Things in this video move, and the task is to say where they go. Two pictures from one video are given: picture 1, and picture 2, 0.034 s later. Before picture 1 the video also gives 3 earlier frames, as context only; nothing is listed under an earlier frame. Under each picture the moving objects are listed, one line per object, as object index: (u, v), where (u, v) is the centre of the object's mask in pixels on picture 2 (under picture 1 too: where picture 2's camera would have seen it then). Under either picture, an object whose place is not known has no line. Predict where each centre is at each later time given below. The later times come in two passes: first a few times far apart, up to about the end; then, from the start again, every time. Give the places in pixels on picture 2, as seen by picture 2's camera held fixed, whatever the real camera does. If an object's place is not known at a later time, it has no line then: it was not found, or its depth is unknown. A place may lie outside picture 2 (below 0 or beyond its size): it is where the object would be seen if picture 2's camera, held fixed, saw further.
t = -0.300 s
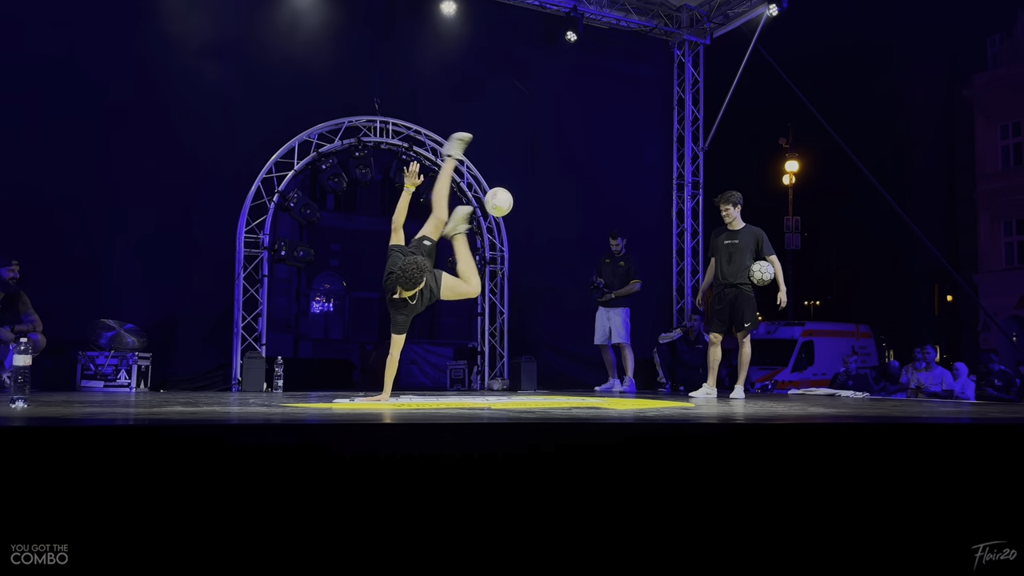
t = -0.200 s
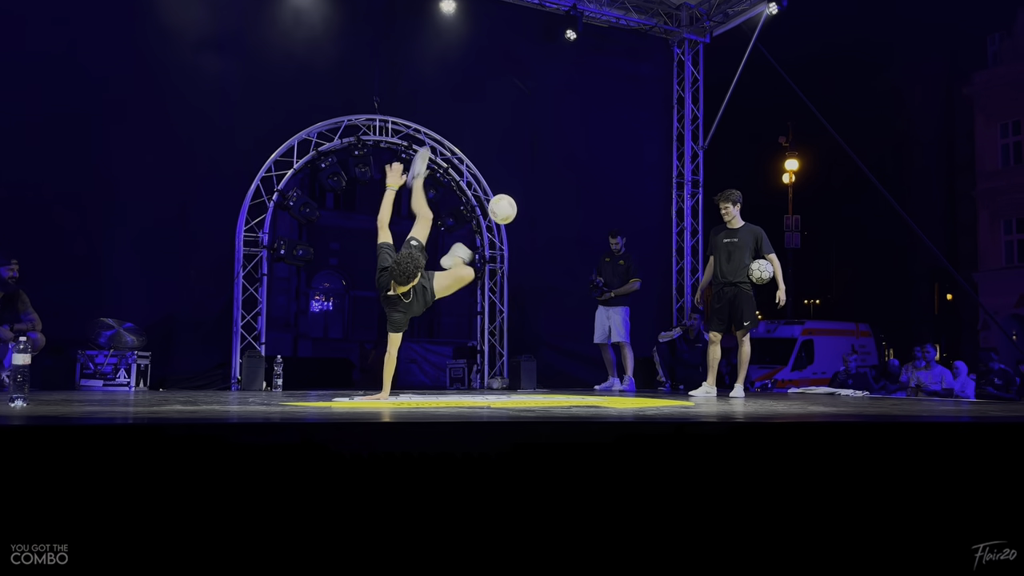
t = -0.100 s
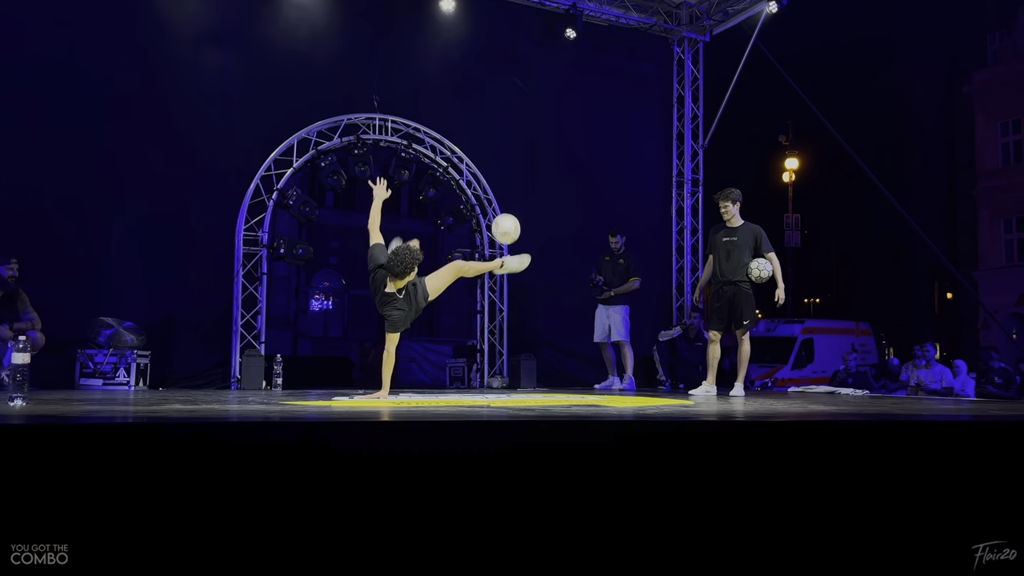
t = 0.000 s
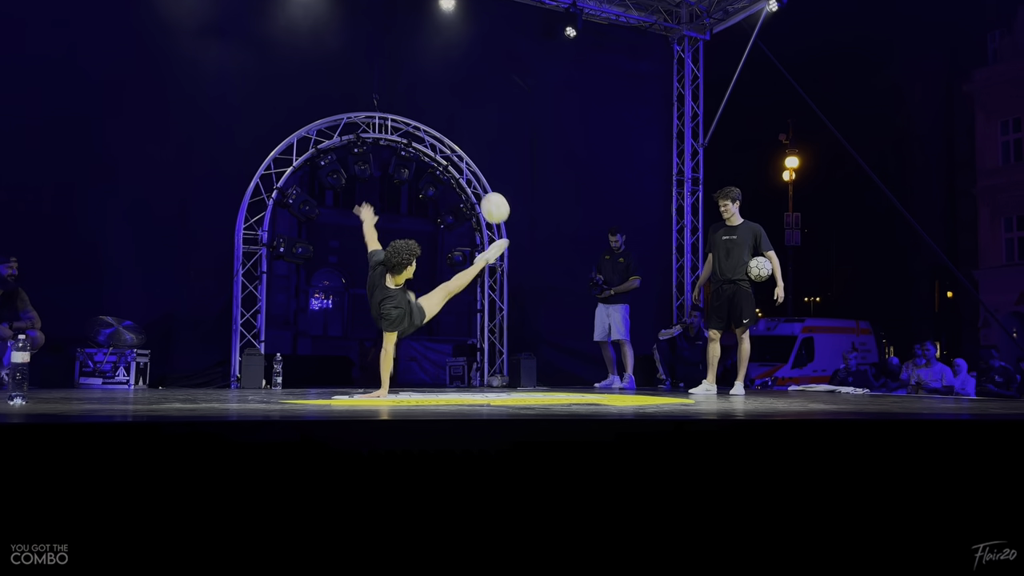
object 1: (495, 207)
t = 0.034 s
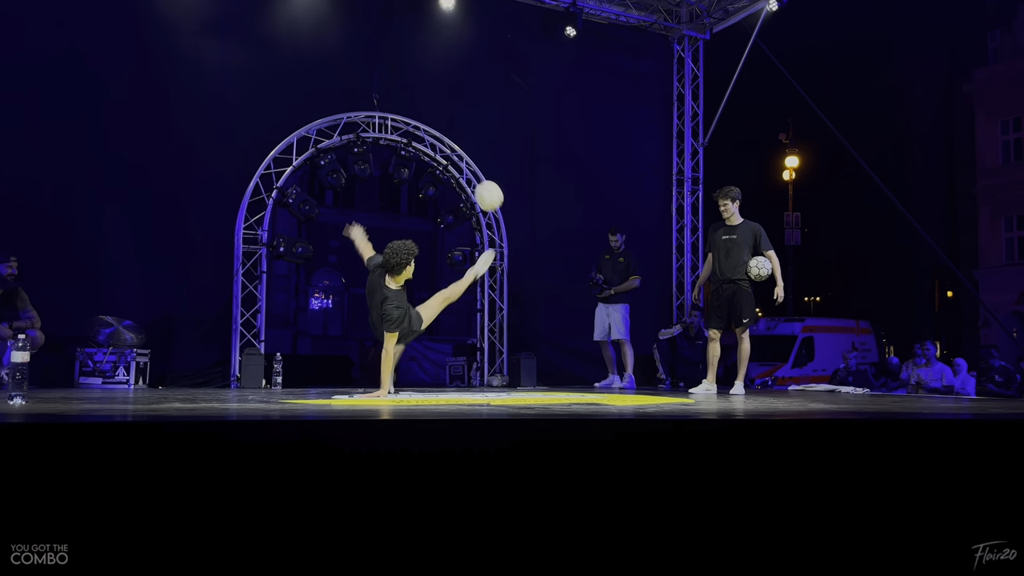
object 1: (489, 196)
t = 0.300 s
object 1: (441, 153)
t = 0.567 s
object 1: (394, 194)
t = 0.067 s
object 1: (483, 185)
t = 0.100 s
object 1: (476, 177)
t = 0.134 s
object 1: (470, 169)
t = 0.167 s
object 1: (464, 163)
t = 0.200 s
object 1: (458, 159)
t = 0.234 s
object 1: (452, 156)
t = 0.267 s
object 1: (447, 154)
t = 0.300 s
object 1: (441, 153)
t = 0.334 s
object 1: (435, 154)
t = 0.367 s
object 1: (429, 156)
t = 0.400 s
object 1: (423, 159)
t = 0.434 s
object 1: (417, 164)
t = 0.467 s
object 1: (411, 170)
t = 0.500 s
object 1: (405, 177)
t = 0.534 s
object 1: (400, 185)
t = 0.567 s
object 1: (394, 194)
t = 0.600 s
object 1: (388, 205)
